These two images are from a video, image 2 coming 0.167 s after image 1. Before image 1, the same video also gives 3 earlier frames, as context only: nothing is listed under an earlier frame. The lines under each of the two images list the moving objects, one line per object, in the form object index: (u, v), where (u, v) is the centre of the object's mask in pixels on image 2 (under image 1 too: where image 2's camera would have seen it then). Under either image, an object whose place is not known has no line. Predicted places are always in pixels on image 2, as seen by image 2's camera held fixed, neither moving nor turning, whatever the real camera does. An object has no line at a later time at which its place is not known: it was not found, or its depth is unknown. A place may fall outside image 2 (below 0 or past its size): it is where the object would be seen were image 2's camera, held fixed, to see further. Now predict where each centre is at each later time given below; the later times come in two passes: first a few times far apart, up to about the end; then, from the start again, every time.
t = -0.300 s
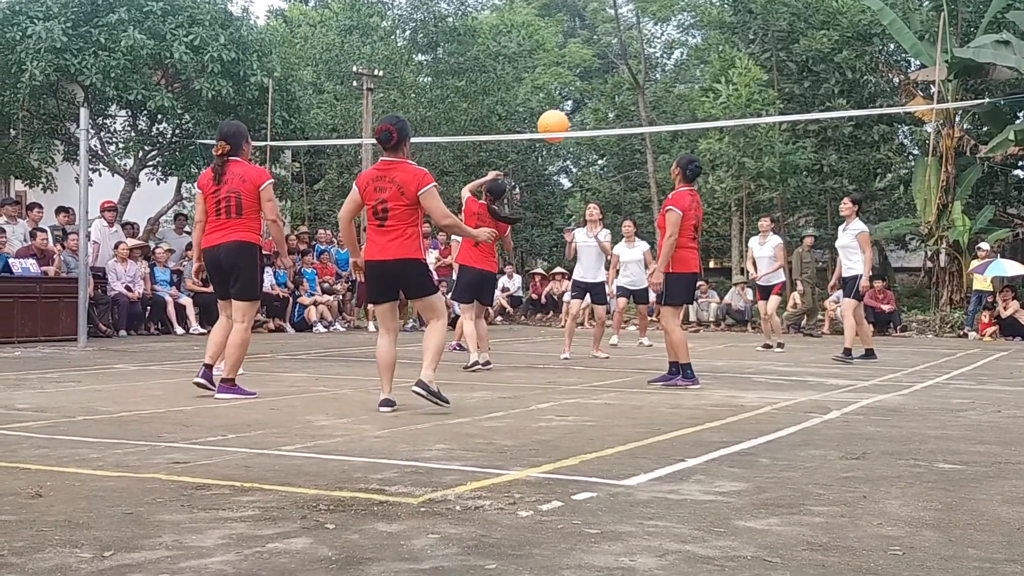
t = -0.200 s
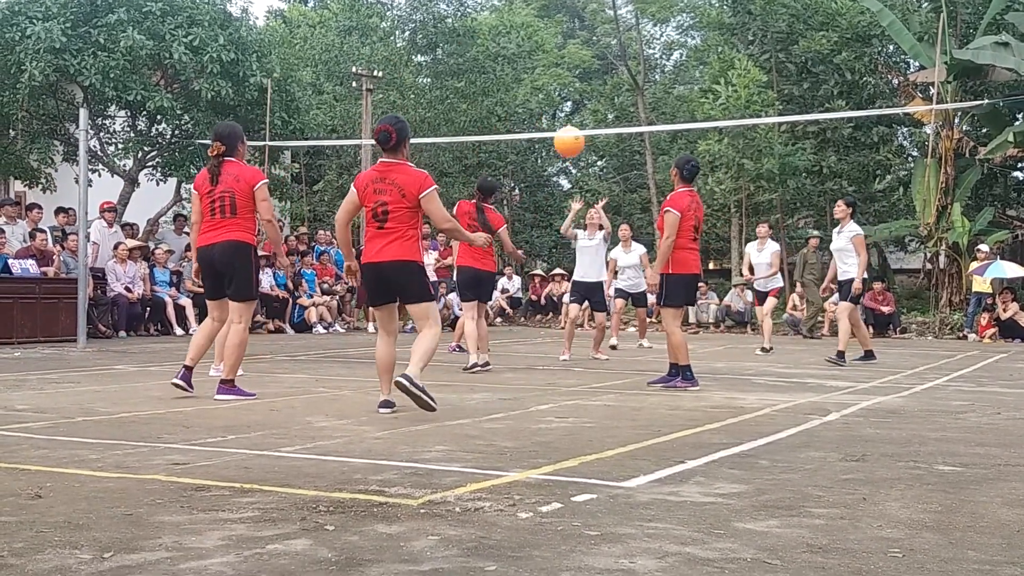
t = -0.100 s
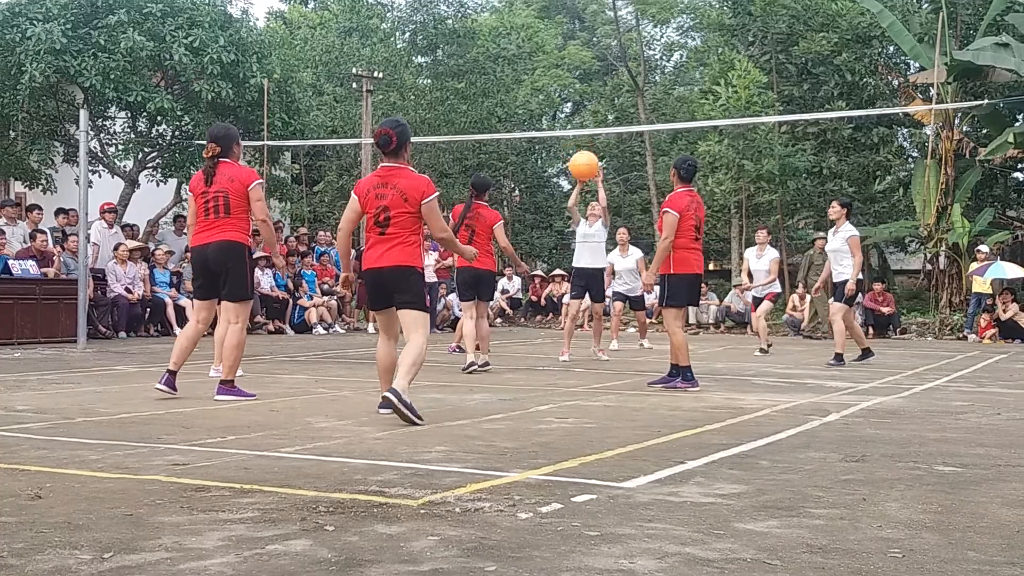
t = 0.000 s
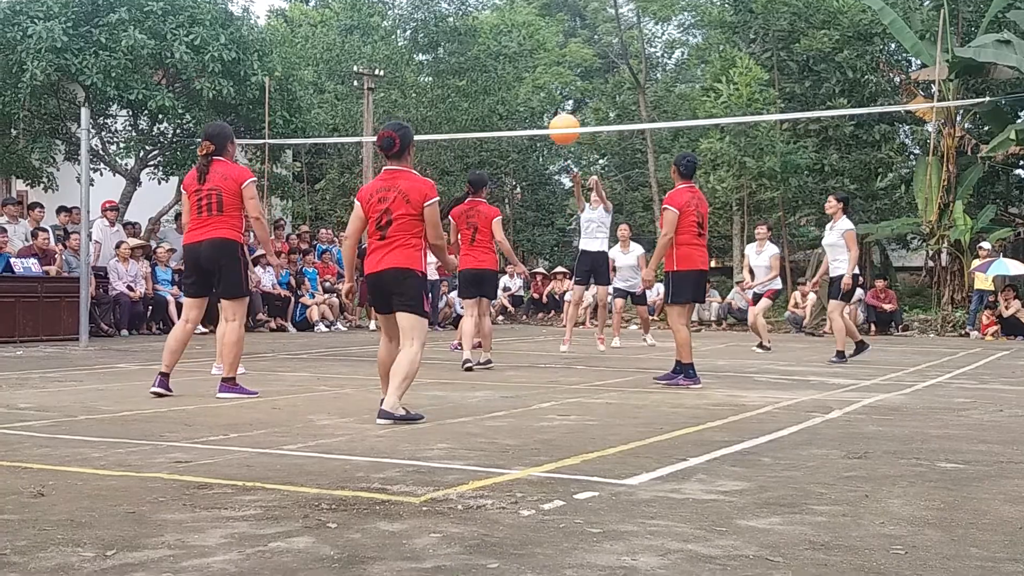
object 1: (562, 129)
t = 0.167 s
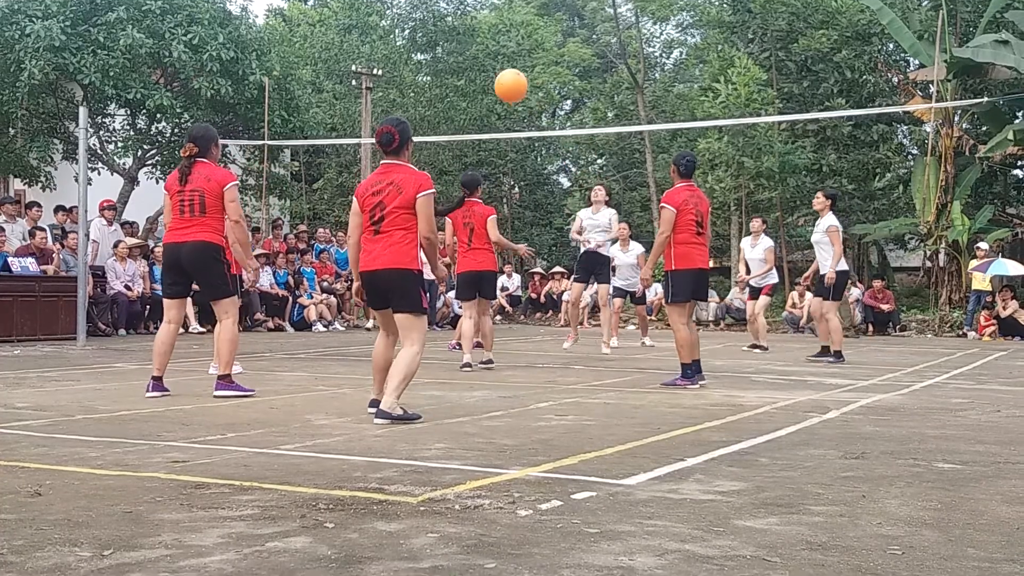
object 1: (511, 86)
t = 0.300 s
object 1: (463, 72)
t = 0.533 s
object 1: (368, 103)
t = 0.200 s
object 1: (499, 80)
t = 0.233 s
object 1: (487, 76)
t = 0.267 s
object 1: (476, 73)
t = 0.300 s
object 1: (463, 72)
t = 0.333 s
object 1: (451, 72)
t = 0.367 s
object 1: (438, 73)
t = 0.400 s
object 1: (425, 76)
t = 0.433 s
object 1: (411, 81)
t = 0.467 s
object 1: (397, 87)
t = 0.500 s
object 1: (384, 94)
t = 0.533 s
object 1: (368, 103)
